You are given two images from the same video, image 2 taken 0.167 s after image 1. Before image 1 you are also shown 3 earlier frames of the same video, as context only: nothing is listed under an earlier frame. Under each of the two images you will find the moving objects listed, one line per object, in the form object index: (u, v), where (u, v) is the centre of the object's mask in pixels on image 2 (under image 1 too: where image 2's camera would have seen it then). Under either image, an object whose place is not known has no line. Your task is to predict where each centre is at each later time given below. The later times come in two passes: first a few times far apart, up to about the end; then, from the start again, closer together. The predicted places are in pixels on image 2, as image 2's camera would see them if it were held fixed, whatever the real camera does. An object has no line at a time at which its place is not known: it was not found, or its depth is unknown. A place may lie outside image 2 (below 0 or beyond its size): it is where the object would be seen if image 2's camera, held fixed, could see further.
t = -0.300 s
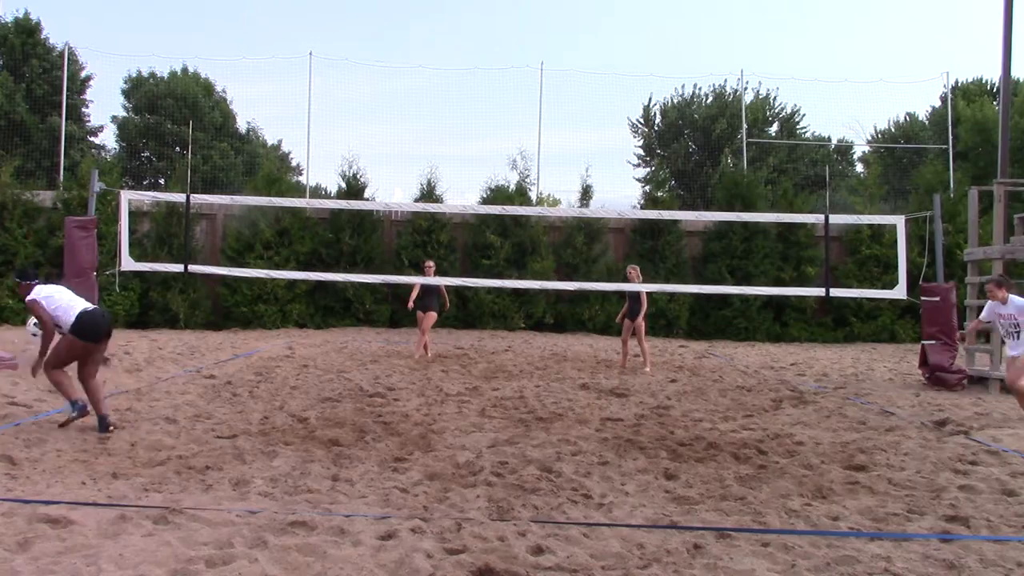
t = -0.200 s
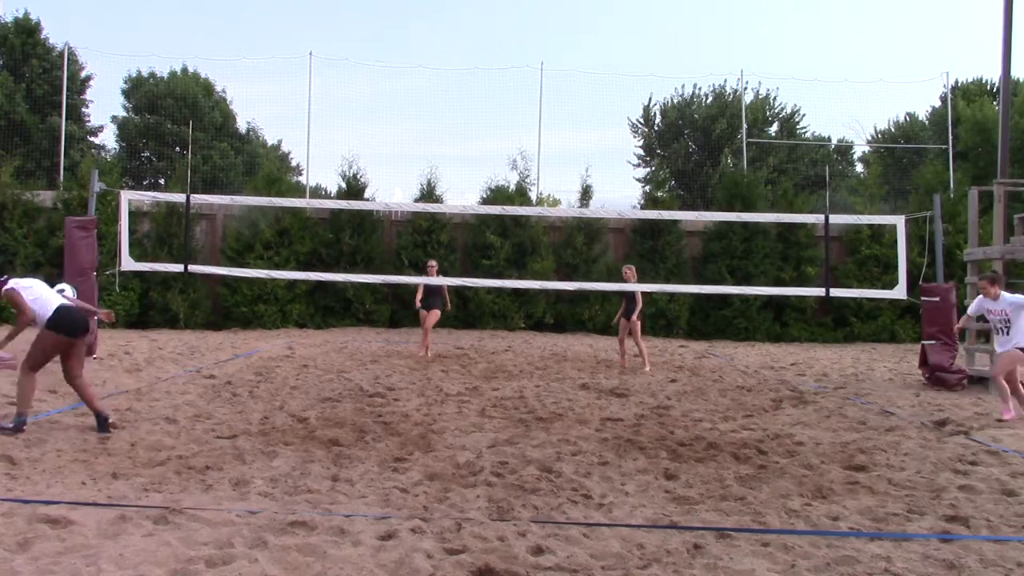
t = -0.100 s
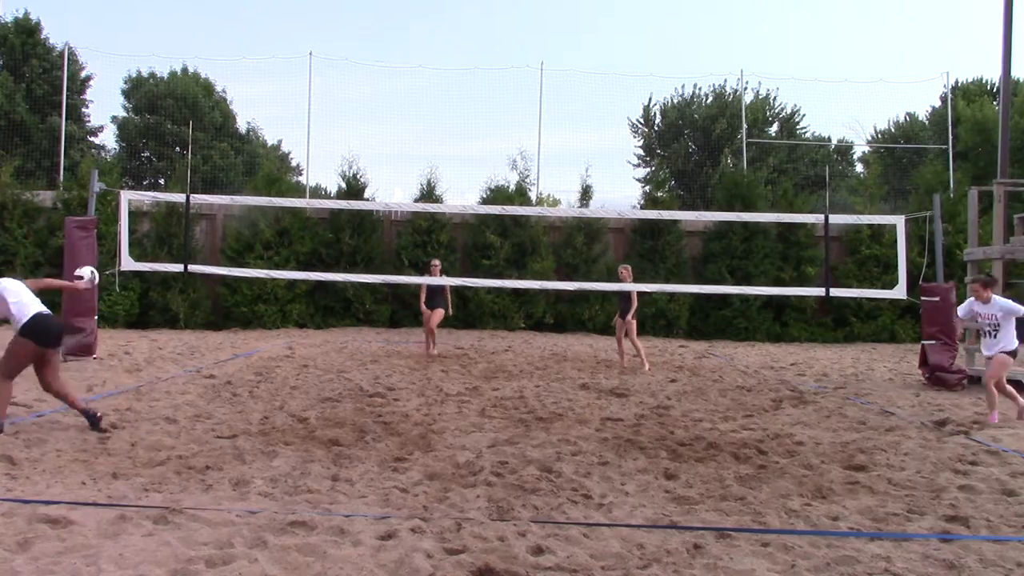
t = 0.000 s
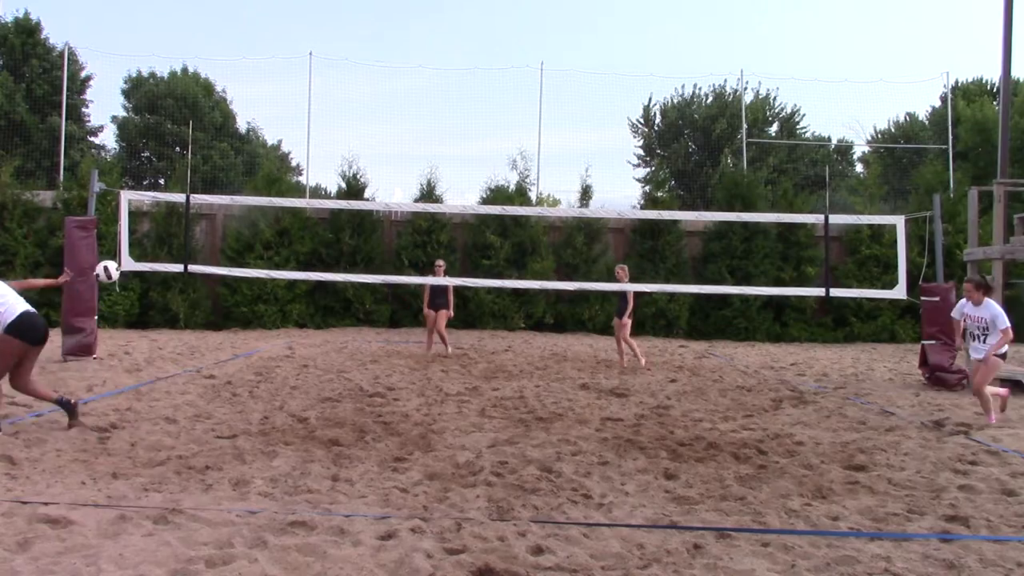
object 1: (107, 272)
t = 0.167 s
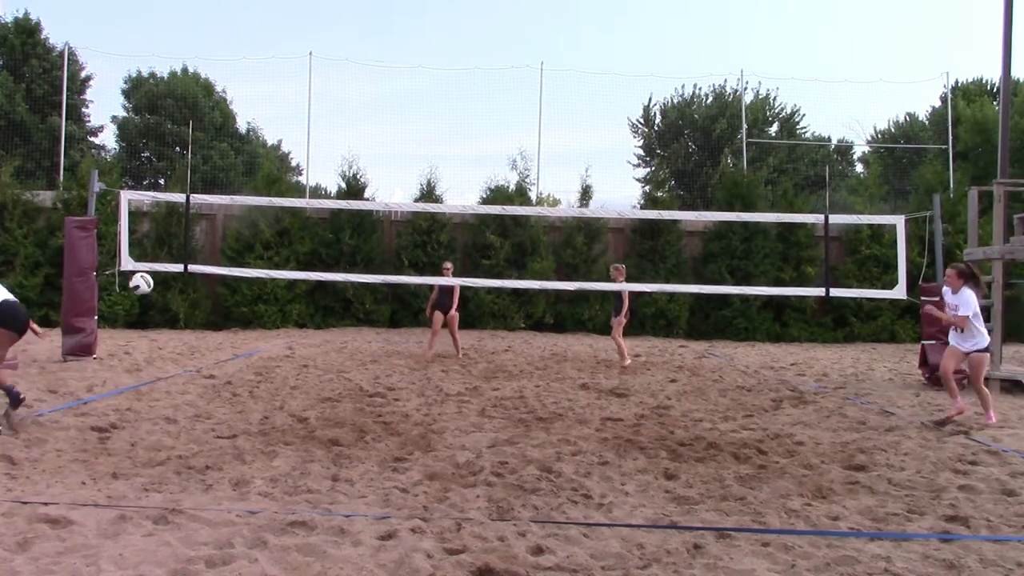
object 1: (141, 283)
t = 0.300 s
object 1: (166, 313)
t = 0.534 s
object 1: (204, 395)
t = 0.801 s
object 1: (231, 353)
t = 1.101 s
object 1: (258, 382)
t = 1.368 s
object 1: (271, 381)
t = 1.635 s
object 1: (277, 378)
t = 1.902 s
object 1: (278, 375)
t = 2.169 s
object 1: (278, 373)
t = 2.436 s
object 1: (277, 377)
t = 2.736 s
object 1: (277, 377)
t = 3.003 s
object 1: (278, 378)
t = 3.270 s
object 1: (276, 378)
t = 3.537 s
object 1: (275, 378)
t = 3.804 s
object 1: (275, 378)
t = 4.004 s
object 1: (275, 378)
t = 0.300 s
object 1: (166, 313)
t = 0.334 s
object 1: (171, 322)
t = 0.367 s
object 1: (178, 332)
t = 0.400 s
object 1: (183, 345)
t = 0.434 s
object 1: (189, 357)
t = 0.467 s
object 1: (194, 370)
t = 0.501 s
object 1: (199, 384)
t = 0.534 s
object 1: (204, 395)
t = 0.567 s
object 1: (208, 386)
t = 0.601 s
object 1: (211, 378)
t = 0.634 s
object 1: (215, 371)
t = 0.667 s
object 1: (218, 366)
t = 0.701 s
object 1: (221, 361)
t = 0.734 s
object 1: (225, 356)
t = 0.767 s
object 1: (228, 354)
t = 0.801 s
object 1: (231, 353)
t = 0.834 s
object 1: (234, 352)
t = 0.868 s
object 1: (238, 352)
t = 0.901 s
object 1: (241, 354)
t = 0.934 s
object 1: (244, 356)
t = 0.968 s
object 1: (247, 360)
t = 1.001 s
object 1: (250, 364)
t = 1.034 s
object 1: (253, 369)
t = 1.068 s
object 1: (255, 375)
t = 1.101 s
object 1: (258, 382)
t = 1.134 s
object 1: (260, 384)
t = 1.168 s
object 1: (261, 383)
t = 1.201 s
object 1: (263, 382)
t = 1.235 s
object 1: (265, 382)
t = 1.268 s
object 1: (266, 382)
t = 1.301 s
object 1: (268, 383)
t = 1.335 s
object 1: (269, 383)
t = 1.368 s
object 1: (271, 381)
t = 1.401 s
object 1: (272, 379)
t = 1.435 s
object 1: (273, 378)
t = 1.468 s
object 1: (275, 378)
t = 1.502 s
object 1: (276, 377)
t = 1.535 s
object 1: (276, 377)
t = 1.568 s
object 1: (277, 378)
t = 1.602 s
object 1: (278, 378)
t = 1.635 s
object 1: (277, 378)
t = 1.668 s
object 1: (278, 378)
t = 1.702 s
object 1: (278, 377)
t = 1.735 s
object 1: (278, 377)
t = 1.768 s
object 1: (278, 377)
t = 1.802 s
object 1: (277, 377)
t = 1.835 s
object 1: (277, 376)
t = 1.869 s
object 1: (277, 375)
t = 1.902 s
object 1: (278, 375)
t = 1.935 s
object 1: (278, 374)
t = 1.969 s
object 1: (278, 374)
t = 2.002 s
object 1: (278, 374)
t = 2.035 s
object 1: (278, 373)
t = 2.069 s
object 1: (278, 373)
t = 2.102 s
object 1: (278, 373)
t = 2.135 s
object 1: (278, 373)
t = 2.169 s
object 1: (278, 373)
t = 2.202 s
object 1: (278, 374)
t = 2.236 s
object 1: (278, 374)
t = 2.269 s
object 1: (278, 375)
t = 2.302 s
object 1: (278, 376)
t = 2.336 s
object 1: (278, 376)
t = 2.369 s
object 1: (278, 377)
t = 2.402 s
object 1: (278, 377)
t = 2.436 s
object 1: (277, 377)
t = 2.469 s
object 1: (277, 377)
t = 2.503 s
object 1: (277, 378)
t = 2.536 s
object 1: (276, 377)
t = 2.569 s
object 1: (276, 377)
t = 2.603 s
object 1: (276, 377)
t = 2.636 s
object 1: (276, 377)
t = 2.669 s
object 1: (276, 377)
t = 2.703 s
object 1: (276, 377)
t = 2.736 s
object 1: (277, 377)
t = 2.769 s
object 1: (278, 377)
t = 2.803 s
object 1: (278, 378)
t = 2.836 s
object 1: (278, 378)
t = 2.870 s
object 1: (279, 378)
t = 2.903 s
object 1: (279, 378)
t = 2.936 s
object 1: (278, 378)
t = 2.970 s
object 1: (278, 378)
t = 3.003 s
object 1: (278, 378)
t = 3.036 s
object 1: (278, 378)
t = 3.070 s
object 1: (277, 378)
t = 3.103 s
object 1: (277, 378)
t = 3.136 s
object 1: (276, 378)
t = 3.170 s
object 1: (276, 378)
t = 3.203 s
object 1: (276, 378)
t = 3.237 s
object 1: (276, 379)
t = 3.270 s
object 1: (276, 378)
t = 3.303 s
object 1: (275, 378)
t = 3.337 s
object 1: (275, 378)
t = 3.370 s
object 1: (275, 378)
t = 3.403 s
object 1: (275, 379)
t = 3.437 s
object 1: (275, 379)
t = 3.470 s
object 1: (275, 378)
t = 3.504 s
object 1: (275, 378)
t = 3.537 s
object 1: (275, 378)
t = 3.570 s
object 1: (275, 378)
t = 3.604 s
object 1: (275, 378)
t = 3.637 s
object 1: (275, 378)
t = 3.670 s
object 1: (275, 378)
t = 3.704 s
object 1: (275, 378)
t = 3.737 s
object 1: (275, 378)
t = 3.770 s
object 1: (275, 378)
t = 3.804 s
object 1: (275, 378)
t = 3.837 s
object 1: (275, 378)
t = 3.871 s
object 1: (275, 378)
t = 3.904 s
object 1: (275, 378)
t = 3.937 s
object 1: (275, 378)
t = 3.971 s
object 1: (275, 378)
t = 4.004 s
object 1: (275, 378)
